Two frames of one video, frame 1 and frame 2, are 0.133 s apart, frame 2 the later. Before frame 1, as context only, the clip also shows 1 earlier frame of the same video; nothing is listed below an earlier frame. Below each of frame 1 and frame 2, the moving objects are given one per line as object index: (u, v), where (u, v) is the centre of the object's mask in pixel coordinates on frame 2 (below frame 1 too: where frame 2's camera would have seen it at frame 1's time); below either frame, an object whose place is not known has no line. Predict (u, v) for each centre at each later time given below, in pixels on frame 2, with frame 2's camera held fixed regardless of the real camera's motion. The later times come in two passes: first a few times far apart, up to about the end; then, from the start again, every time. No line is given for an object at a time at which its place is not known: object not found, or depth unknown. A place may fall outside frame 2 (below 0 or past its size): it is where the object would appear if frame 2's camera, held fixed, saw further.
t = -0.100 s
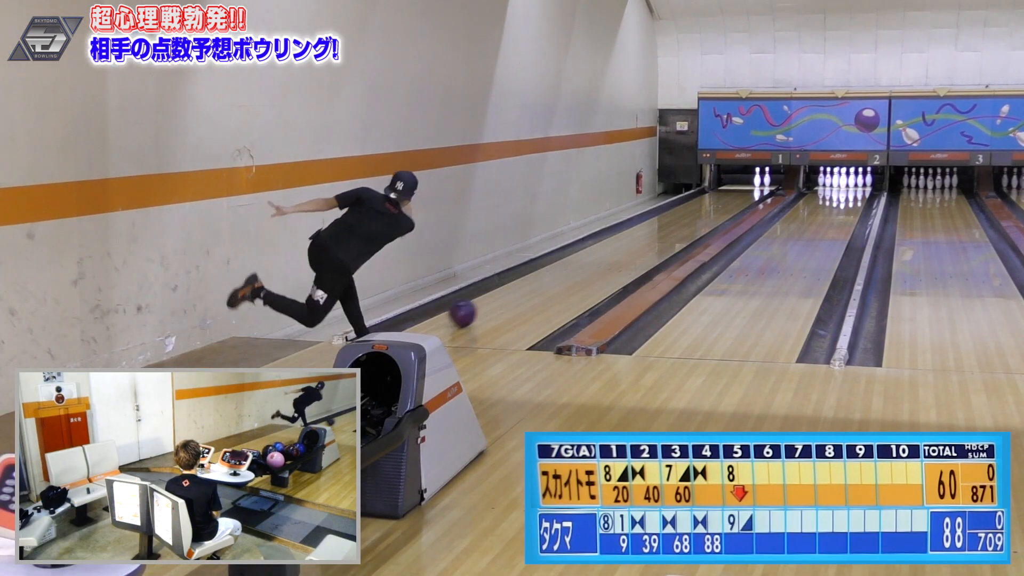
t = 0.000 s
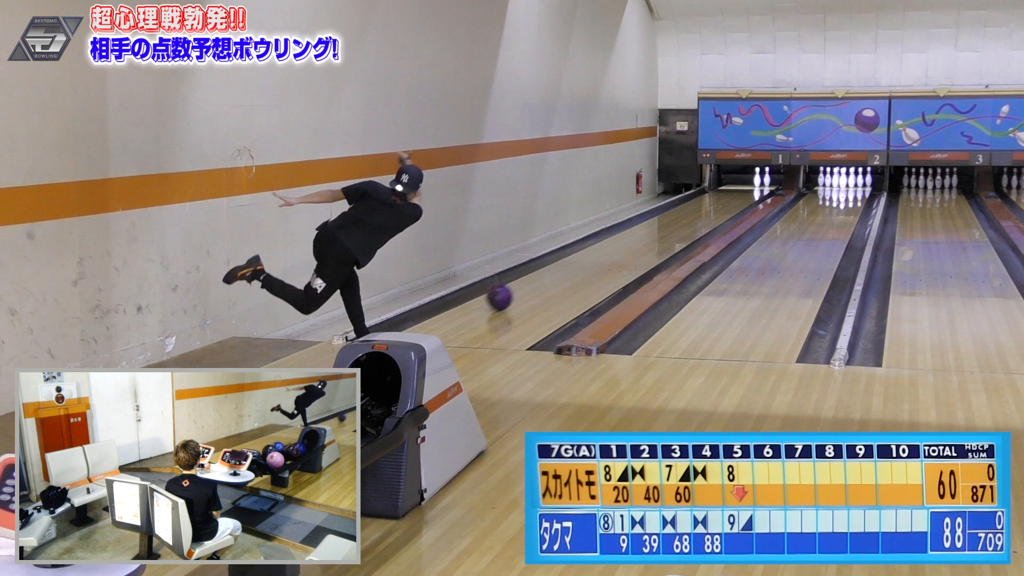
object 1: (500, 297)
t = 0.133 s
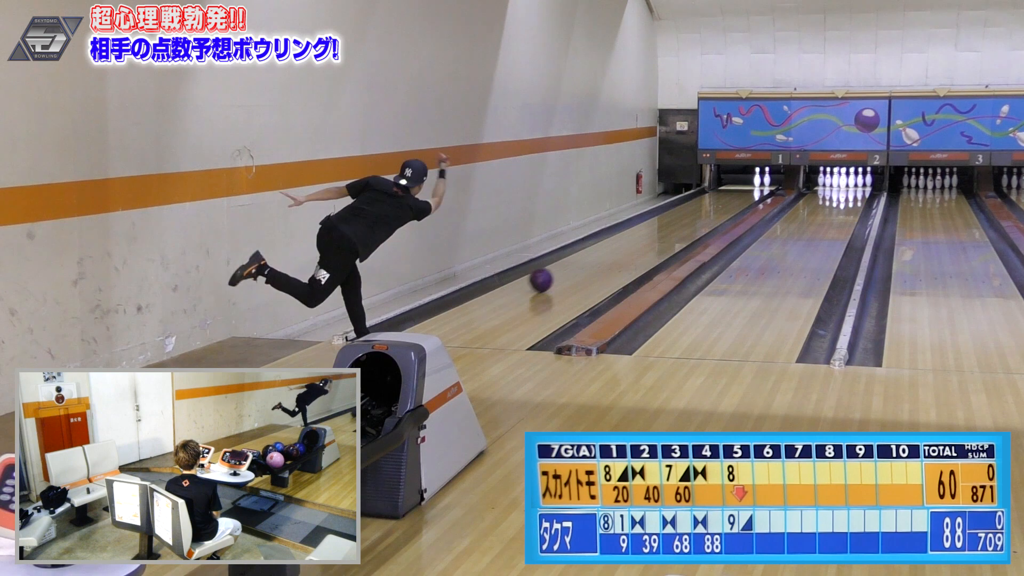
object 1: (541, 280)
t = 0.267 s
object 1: (576, 265)
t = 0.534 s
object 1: (630, 242)
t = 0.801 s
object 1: (670, 226)
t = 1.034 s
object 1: (697, 213)
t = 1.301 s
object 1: (722, 202)
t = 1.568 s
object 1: (741, 193)
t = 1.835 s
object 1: (754, 186)
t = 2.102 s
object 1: (762, 180)
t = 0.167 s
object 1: (551, 276)
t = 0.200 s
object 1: (559, 272)
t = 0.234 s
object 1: (568, 269)
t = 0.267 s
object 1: (576, 265)
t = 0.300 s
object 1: (583, 262)
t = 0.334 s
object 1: (591, 259)
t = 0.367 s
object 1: (598, 256)
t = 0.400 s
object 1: (605, 253)
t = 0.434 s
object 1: (611, 250)
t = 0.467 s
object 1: (618, 248)
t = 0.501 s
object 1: (624, 245)
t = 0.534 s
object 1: (630, 242)
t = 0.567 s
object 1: (635, 240)
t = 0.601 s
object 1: (641, 238)
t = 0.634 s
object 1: (646, 235)
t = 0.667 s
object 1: (651, 233)
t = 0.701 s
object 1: (656, 231)
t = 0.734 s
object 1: (661, 229)
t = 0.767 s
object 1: (665, 227)
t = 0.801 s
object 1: (670, 226)
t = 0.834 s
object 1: (674, 224)
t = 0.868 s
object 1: (678, 222)
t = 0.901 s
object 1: (682, 220)
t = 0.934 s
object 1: (686, 218)
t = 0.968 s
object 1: (690, 217)
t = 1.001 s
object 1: (694, 215)
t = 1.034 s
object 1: (697, 213)
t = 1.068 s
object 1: (701, 212)
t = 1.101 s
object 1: (704, 210)
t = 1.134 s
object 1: (707, 209)
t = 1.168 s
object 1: (710, 208)
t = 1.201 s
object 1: (713, 206)
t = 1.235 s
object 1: (716, 205)
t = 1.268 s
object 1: (719, 204)
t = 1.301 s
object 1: (722, 202)
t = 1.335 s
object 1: (725, 201)
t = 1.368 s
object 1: (727, 200)
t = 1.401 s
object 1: (730, 199)
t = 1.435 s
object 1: (732, 197)
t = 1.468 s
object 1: (735, 196)
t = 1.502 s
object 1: (736, 195)
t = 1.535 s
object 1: (739, 194)
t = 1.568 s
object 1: (741, 193)
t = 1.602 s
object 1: (743, 192)
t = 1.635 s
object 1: (745, 191)
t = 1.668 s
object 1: (746, 191)
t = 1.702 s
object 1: (748, 190)
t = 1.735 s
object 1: (749, 189)
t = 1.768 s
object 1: (751, 188)
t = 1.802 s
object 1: (752, 187)
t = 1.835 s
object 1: (754, 186)
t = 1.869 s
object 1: (755, 185)
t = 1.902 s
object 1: (756, 184)
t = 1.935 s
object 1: (757, 184)
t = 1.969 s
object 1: (758, 183)
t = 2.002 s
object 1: (758, 182)
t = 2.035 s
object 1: (760, 181)
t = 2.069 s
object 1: (761, 181)
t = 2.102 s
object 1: (762, 180)
